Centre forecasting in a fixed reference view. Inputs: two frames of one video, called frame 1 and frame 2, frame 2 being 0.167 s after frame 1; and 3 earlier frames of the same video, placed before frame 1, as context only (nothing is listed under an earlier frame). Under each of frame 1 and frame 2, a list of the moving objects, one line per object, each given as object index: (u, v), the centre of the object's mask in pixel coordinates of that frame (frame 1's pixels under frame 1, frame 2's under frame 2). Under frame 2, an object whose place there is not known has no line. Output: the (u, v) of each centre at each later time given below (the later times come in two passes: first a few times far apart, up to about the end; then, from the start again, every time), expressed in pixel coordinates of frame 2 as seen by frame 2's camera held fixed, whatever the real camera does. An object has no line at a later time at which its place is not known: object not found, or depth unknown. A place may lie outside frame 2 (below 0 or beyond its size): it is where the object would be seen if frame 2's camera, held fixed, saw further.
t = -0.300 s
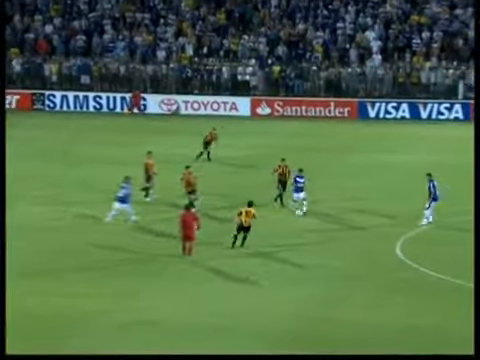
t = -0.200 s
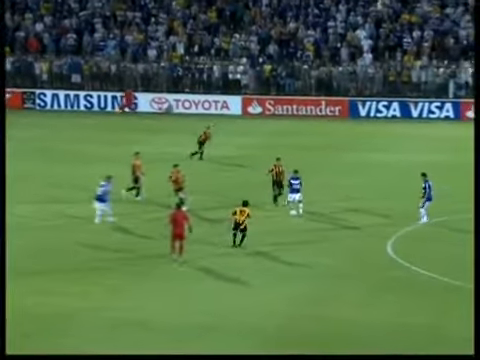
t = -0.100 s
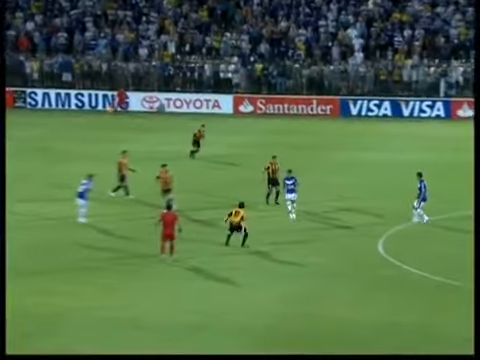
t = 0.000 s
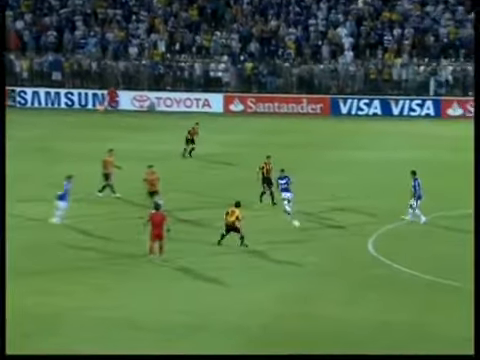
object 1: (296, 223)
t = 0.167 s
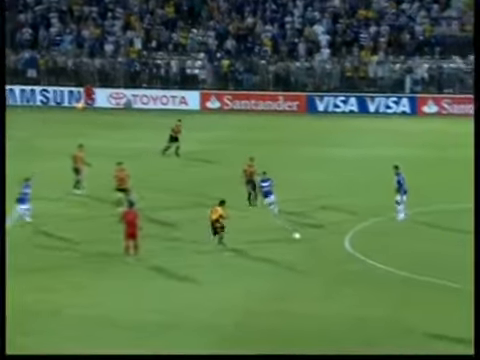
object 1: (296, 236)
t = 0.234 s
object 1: (303, 241)
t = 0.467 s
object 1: (333, 264)
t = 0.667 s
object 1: (359, 282)
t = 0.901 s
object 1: (393, 306)
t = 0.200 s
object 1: (300, 238)
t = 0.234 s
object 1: (303, 241)
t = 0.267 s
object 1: (308, 245)
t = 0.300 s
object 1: (313, 249)
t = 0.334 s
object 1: (316, 253)
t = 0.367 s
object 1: (321, 256)
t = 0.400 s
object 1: (325, 258)
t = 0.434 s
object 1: (329, 260)
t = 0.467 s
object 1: (333, 264)
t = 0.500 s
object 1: (337, 266)
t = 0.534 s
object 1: (341, 271)
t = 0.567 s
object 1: (347, 273)
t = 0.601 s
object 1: (351, 277)
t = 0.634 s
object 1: (356, 279)
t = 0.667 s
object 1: (359, 282)
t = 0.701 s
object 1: (364, 287)
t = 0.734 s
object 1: (369, 291)
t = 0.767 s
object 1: (373, 293)
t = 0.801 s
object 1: (378, 296)
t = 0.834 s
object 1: (383, 299)
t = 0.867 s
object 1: (388, 302)
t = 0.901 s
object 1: (393, 306)
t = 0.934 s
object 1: (398, 309)
